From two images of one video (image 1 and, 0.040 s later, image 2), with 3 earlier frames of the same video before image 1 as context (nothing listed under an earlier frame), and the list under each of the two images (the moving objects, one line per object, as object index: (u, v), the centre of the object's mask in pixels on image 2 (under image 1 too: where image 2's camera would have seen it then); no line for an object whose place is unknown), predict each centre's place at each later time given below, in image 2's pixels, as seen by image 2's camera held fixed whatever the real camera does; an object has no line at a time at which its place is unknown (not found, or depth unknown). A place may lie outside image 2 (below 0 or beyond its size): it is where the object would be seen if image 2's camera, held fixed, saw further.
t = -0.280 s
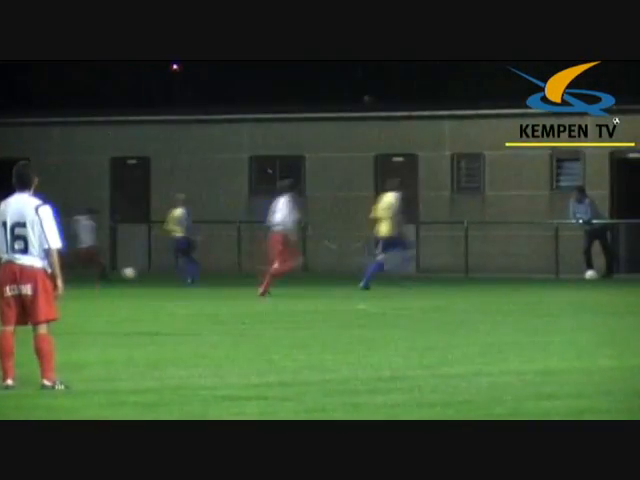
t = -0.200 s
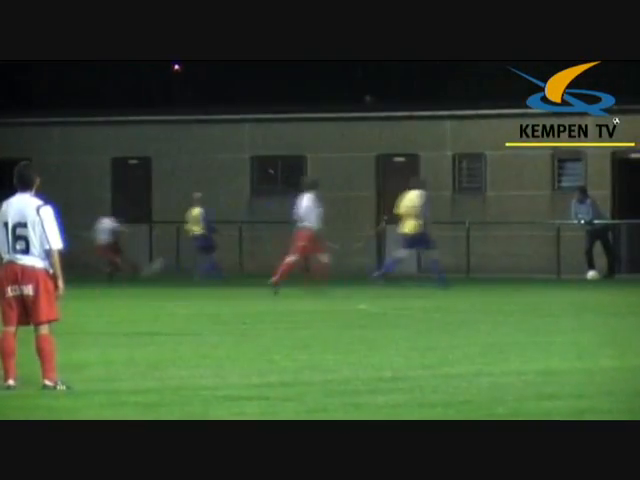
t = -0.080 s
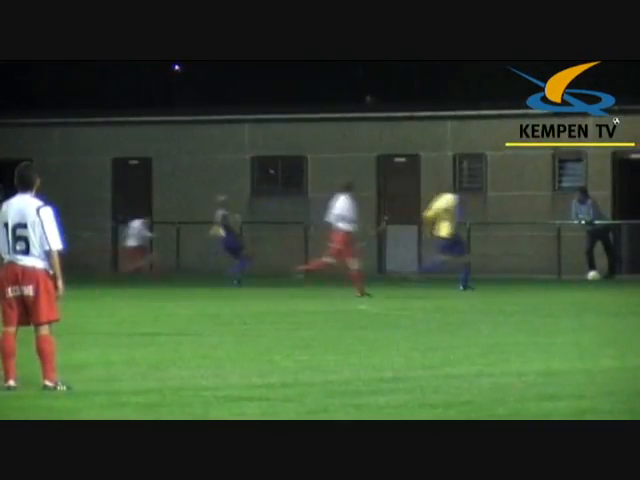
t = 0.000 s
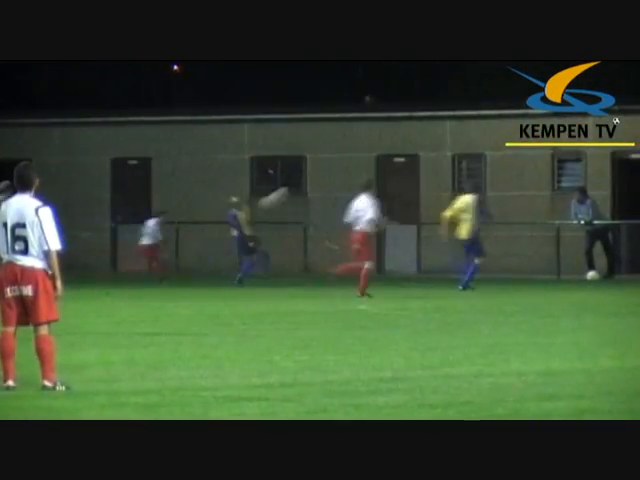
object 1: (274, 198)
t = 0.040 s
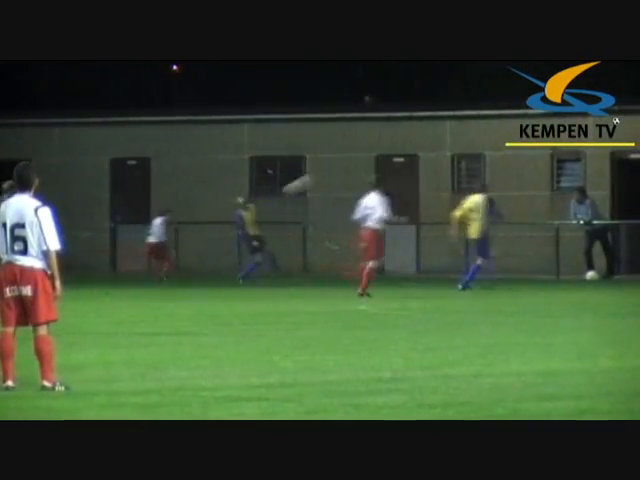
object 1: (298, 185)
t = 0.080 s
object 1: (318, 173)
